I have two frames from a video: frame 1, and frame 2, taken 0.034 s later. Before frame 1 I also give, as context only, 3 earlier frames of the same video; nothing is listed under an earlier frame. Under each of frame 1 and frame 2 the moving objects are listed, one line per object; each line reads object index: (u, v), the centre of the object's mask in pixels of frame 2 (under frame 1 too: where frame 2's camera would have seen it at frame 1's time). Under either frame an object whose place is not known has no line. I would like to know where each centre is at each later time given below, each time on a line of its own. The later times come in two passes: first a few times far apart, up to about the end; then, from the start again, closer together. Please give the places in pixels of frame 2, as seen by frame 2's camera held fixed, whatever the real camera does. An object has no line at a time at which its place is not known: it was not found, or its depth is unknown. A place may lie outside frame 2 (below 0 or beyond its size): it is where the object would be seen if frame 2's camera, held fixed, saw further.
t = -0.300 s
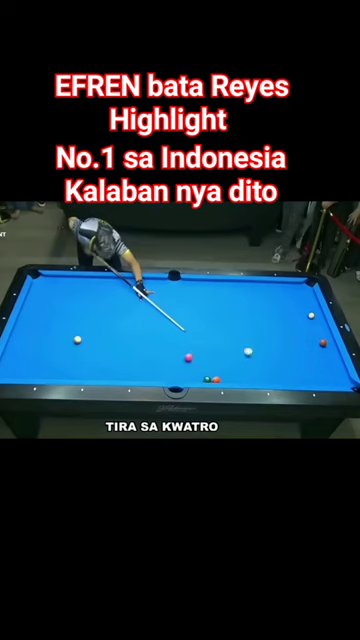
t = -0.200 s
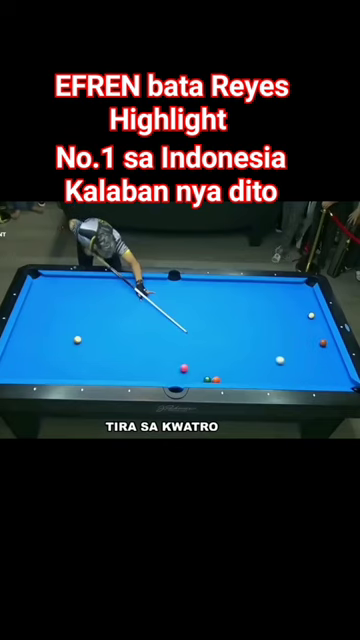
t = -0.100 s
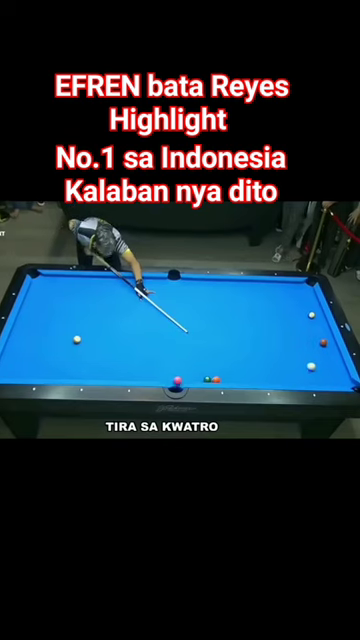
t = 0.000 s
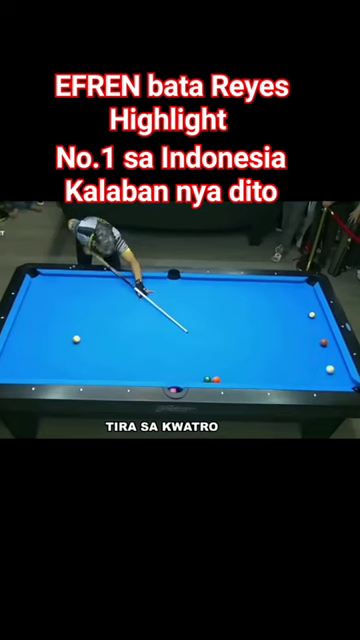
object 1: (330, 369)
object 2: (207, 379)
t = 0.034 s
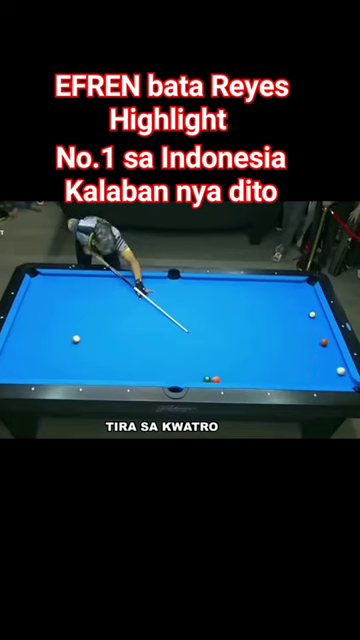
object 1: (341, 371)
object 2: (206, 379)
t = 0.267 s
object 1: (319, 374)
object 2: (206, 379)
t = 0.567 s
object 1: (282, 378)
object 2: (207, 379)
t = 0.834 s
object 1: (247, 380)
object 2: (207, 379)
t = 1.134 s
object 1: (222, 378)
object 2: (204, 379)
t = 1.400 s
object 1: (214, 370)
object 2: (189, 379)
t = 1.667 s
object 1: (208, 364)
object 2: (176, 379)
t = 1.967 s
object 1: (202, 358)
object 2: (162, 377)
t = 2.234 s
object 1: (197, 353)
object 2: (151, 377)
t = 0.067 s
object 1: (345, 372)
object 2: (207, 379)
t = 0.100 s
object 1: (340, 372)
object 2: (207, 379)
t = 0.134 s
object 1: (338, 372)
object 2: (207, 379)
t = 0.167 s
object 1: (334, 373)
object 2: (207, 379)
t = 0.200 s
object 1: (327, 373)
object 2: (207, 379)
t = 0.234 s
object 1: (323, 374)
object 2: (206, 379)
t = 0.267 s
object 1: (319, 374)
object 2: (206, 379)
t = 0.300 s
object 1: (317, 374)
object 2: (206, 379)
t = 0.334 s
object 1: (313, 375)
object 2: (207, 379)
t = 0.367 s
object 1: (307, 375)
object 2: (207, 379)
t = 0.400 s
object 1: (302, 376)
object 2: (207, 379)
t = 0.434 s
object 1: (298, 376)
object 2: (207, 379)
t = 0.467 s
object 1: (296, 377)
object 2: (207, 379)
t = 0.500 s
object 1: (292, 377)
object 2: (207, 379)
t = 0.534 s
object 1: (288, 377)
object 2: (207, 379)
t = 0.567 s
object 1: (282, 378)
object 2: (207, 379)
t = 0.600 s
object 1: (278, 378)
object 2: (207, 379)
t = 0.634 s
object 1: (276, 379)
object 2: (207, 379)
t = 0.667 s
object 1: (272, 379)
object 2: (207, 379)
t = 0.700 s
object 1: (266, 379)
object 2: (207, 379)
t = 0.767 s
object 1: (257, 380)
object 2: (207, 379)
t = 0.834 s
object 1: (247, 380)
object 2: (207, 379)
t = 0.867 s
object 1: (246, 380)
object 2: (207, 379)
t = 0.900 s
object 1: (242, 380)
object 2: (207, 379)
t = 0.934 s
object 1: (238, 379)
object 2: (207, 379)
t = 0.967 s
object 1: (237, 379)
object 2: (207, 379)
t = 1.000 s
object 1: (229, 378)
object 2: (207, 379)
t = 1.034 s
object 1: (228, 378)
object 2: (207, 379)
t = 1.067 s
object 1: (225, 378)
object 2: (207, 379)
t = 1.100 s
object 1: (223, 378)
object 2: (206, 379)
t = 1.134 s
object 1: (222, 378)
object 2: (204, 379)
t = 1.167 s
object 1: (221, 376)
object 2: (203, 379)
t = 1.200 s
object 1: (220, 375)
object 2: (200, 379)
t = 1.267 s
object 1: (218, 373)
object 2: (196, 379)
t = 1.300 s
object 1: (218, 373)
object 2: (195, 378)
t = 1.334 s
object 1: (217, 372)
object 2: (193, 378)
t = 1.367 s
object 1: (216, 371)
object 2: (191, 378)
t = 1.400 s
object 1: (214, 370)
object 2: (189, 379)
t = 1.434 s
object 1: (213, 369)
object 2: (187, 378)
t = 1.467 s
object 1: (213, 369)
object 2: (186, 378)
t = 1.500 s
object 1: (212, 368)
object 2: (185, 379)
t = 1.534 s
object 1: (211, 367)
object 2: (183, 379)
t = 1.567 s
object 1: (210, 366)
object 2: (180, 378)
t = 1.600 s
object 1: (210, 365)
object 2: (178, 379)
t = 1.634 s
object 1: (209, 365)
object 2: (178, 379)
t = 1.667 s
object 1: (208, 364)
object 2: (176, 379)
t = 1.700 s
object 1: (208, 363)
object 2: (175, 379)
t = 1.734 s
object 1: (207, 363)
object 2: (174, 378)
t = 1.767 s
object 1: (207, 362)
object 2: (172, 379)
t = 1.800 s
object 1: (205, 361)
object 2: (170, 378)
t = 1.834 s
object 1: (205, 361)
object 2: (168, 378)
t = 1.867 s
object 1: (204, 360)
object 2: (167, 378)
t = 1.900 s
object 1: (204, 360)
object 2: (166, 378)
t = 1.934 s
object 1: (203, 359)
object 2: (165, 377)
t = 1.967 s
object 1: (202, 358)
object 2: (162, 377)
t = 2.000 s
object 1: (201, 357)
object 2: (161, 377)
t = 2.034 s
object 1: (201, 357)
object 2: (160, 377)
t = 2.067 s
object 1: (200, 357)
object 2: (159, 377)
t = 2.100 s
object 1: (199, 355)
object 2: (155, 377)
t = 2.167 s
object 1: (198, 354)
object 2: (153, 377)
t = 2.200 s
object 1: (198, 354)
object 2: (152, 377)
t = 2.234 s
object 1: (197, 353)
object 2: (151, 377)
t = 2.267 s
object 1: (197, 353)
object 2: (150, 377)
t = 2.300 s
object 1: (196, 353)
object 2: (150, 377)
